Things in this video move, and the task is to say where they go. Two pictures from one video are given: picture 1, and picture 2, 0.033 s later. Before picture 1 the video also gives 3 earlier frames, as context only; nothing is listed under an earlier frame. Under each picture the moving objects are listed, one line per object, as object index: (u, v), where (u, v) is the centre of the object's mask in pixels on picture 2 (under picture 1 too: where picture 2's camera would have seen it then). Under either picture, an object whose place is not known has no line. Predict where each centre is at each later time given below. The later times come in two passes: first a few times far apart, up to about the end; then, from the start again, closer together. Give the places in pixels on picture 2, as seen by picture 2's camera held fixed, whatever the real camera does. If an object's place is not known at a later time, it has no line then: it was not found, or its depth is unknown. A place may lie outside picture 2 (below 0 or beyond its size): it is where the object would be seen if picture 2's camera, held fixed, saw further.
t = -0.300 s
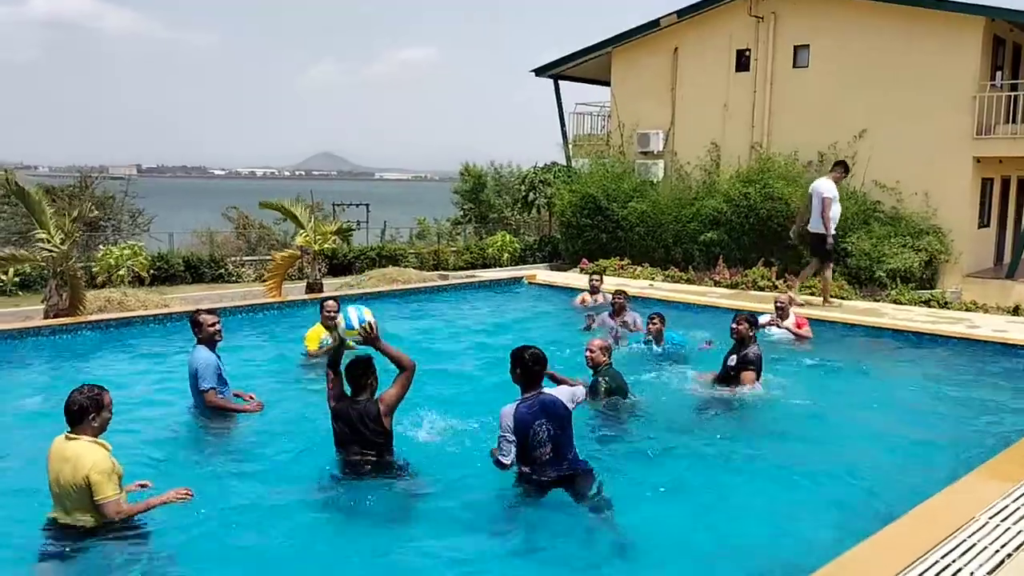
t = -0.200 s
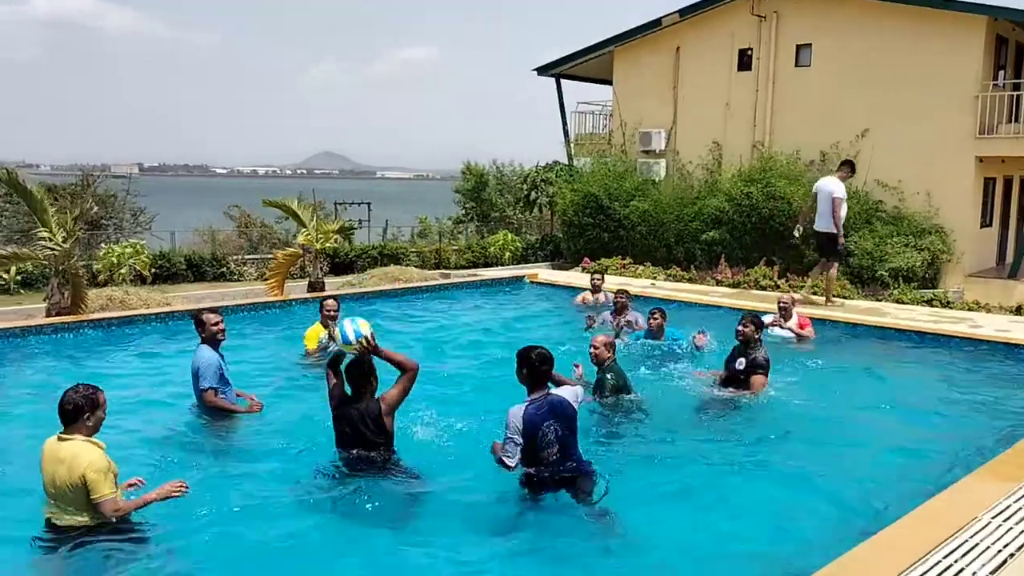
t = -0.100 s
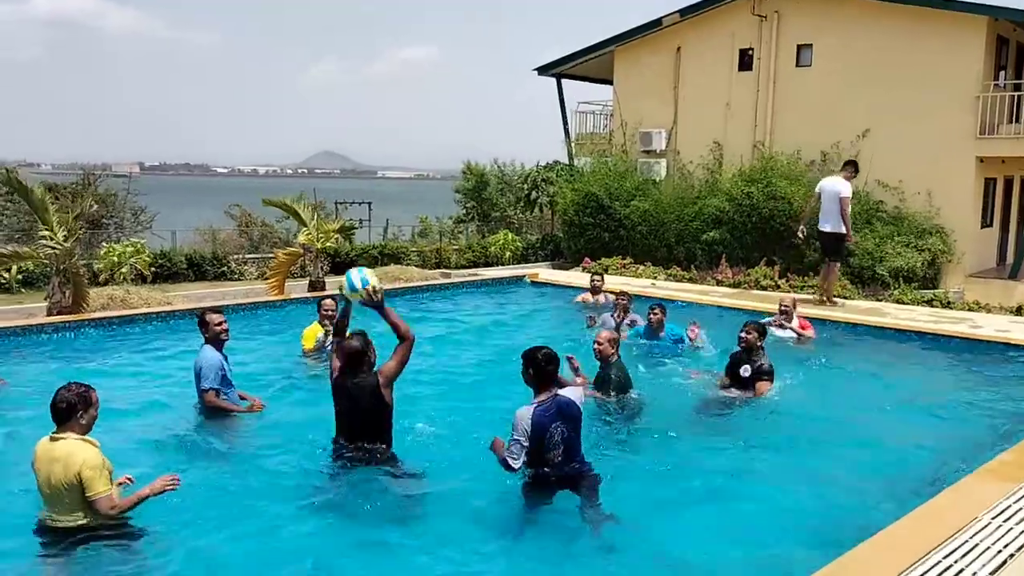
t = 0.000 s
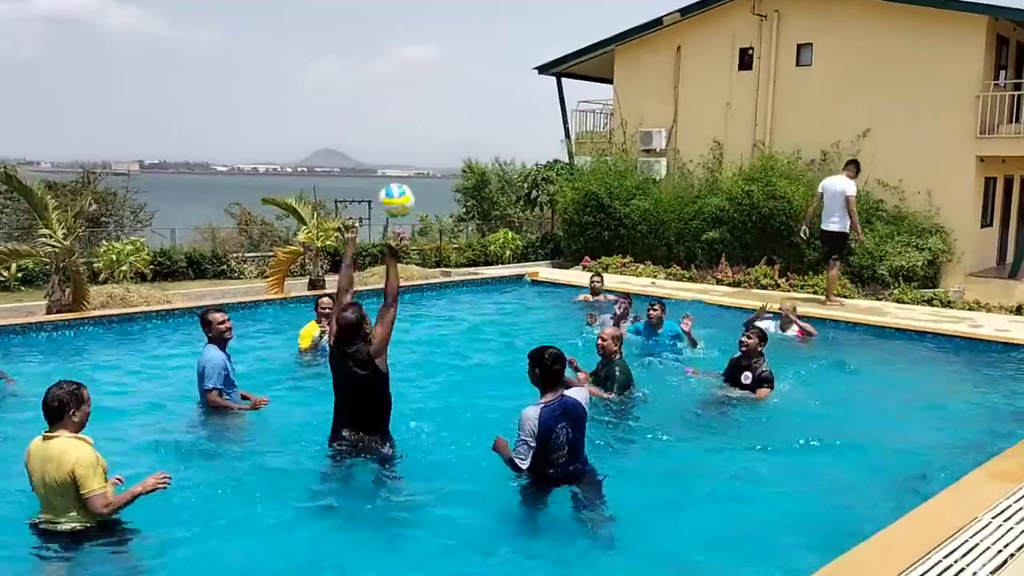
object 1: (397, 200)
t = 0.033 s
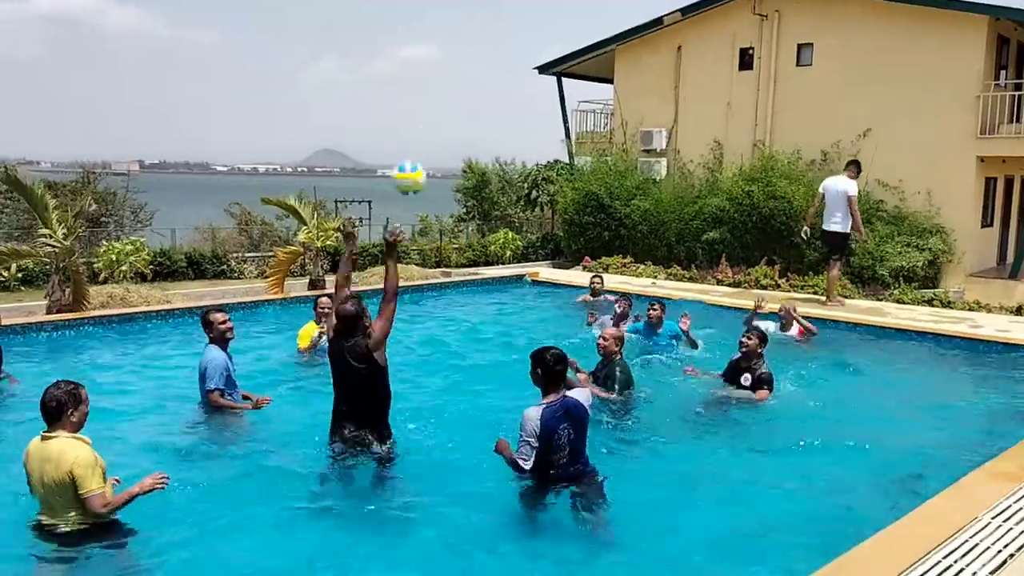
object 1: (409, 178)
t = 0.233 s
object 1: (473, 89)
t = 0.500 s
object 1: (543, 78)
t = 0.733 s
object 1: (587, 143)
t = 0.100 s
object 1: (431, 139)
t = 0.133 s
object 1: (442, 123)
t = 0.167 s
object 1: (453, 111)
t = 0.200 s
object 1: (463, 99)
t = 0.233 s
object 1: (473, 89)
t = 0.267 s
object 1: (484, 81)
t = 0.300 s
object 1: (493, 76)
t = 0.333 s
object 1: (502, 72)
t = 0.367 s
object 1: (511, 70)
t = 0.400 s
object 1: (519, 69)
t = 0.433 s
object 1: (527, 70)
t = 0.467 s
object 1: (535, 73)
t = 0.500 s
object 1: (543, 78)
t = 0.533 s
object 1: (550, 83)
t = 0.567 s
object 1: (557, 90)
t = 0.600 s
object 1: (564, 100)
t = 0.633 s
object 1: (570, 109)
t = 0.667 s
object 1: (577, 118)
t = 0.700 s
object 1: (583, 130)
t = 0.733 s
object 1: (587, 143)
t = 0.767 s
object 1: (595, 156)
